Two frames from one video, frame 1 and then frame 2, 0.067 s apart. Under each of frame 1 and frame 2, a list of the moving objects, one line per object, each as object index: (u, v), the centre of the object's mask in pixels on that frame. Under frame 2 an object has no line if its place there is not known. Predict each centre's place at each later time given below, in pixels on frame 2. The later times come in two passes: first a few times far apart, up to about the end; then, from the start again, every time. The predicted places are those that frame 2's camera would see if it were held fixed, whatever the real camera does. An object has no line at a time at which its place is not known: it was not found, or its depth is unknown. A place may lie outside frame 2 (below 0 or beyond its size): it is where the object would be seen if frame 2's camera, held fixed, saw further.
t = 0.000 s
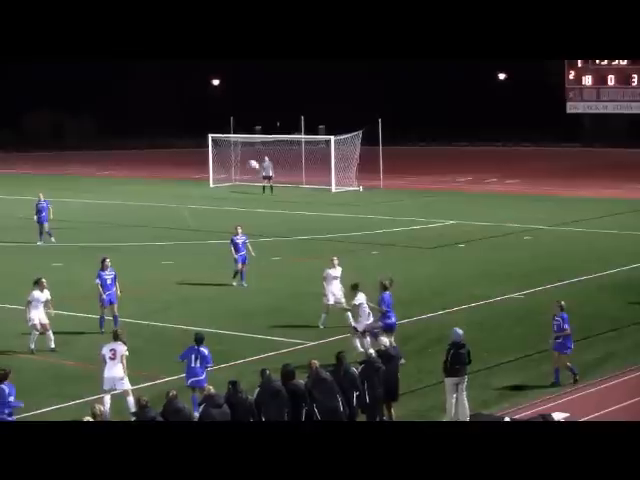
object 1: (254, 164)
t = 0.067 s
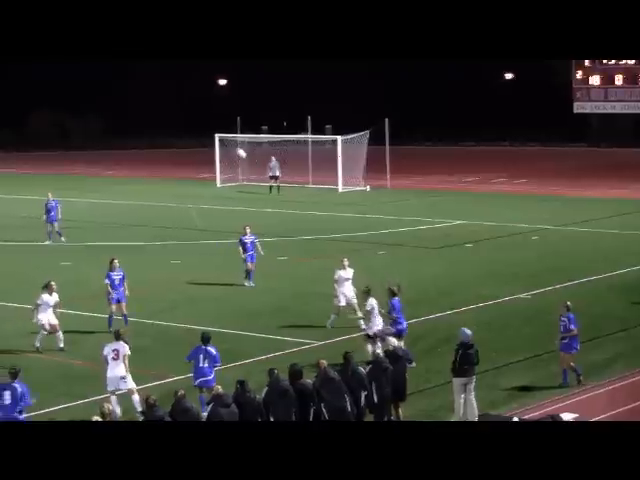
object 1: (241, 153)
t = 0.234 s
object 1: (193, 137)
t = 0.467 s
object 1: (132, 136)
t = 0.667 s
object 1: (79, 156)
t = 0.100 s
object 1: (231, 148)
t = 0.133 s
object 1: (223, 144)
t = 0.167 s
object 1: (212, 142)
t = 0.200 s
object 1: (203, 140)
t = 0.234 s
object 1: (193, 137)
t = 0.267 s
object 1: (183, 136)
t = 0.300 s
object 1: (175, 135)
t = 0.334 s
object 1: (166, 134)
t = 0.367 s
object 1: (159, 134)
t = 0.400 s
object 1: (150, 135)
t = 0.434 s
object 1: (141, 135)
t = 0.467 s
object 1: (132, 136)
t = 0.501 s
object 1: (122, 139)
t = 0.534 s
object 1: (113, 141)
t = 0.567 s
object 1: (103, 144)
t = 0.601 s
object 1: (95, 147)
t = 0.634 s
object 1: (87, 151)
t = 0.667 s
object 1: (79, 156)
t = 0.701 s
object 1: (70, 161)
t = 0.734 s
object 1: (63, 166)
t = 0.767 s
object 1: (54, 172)
